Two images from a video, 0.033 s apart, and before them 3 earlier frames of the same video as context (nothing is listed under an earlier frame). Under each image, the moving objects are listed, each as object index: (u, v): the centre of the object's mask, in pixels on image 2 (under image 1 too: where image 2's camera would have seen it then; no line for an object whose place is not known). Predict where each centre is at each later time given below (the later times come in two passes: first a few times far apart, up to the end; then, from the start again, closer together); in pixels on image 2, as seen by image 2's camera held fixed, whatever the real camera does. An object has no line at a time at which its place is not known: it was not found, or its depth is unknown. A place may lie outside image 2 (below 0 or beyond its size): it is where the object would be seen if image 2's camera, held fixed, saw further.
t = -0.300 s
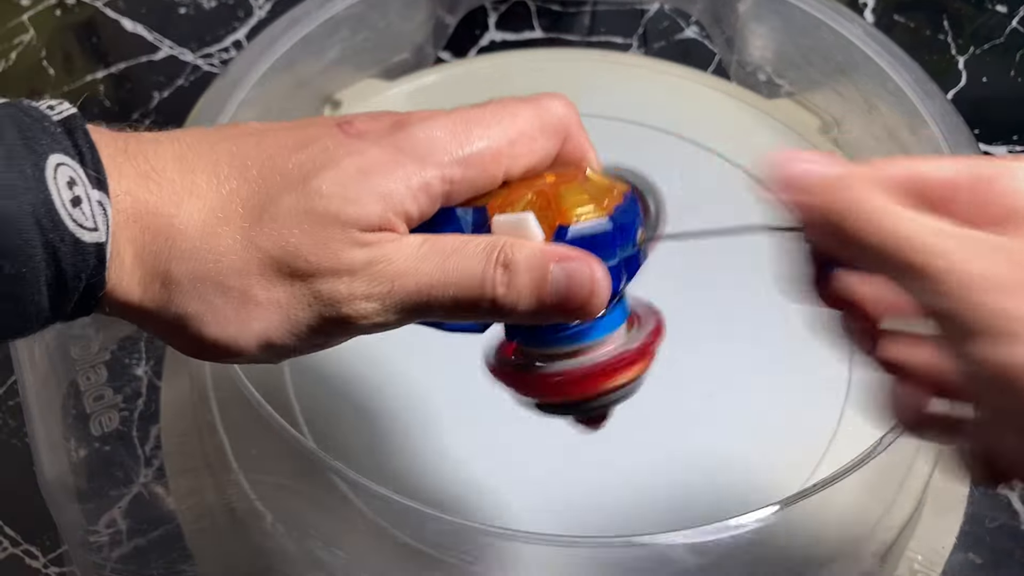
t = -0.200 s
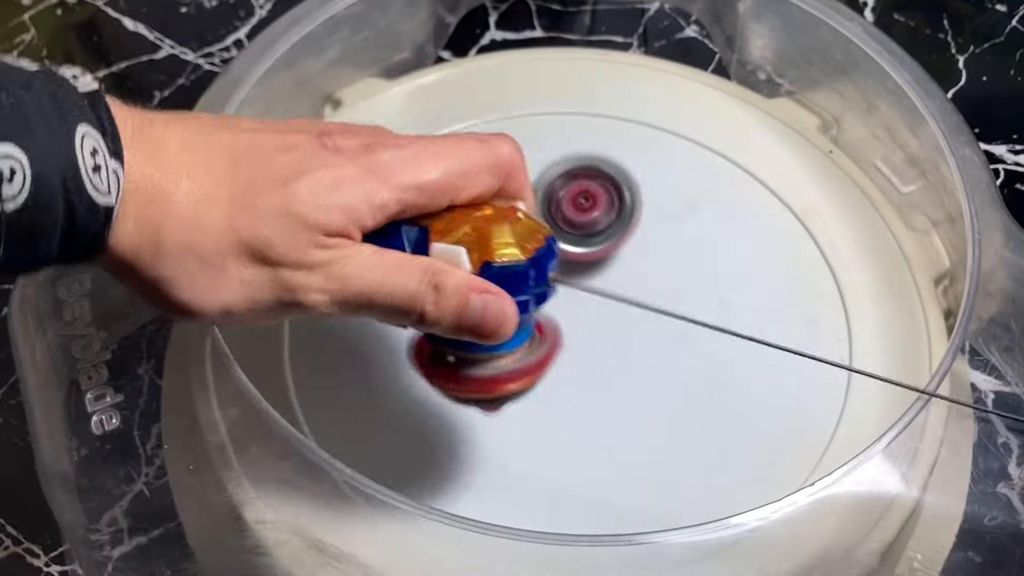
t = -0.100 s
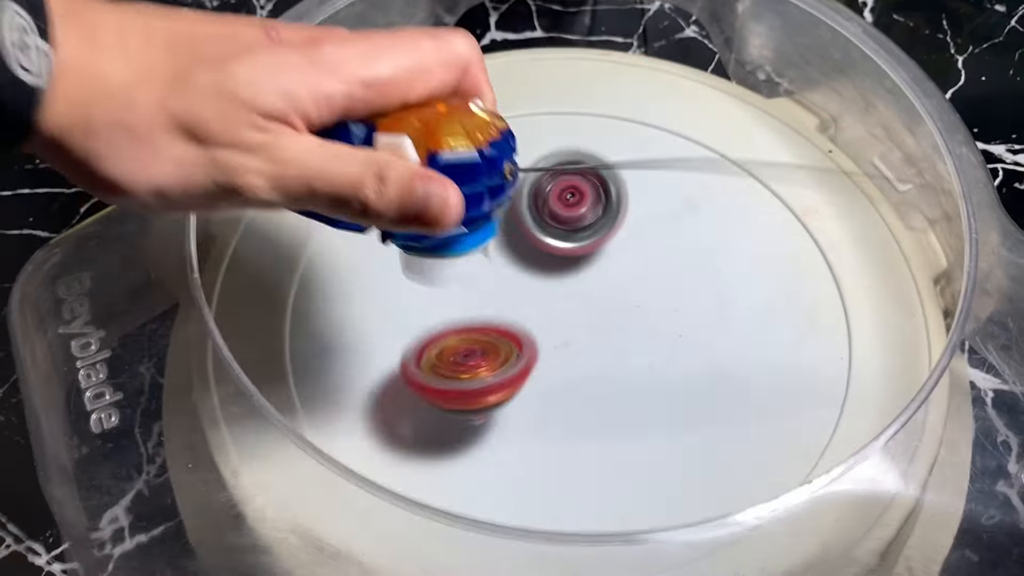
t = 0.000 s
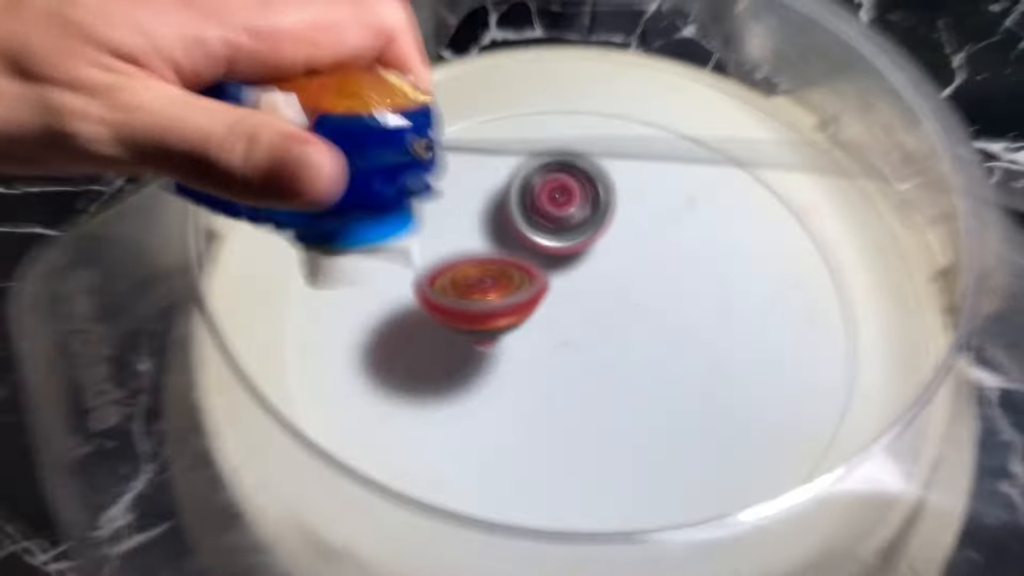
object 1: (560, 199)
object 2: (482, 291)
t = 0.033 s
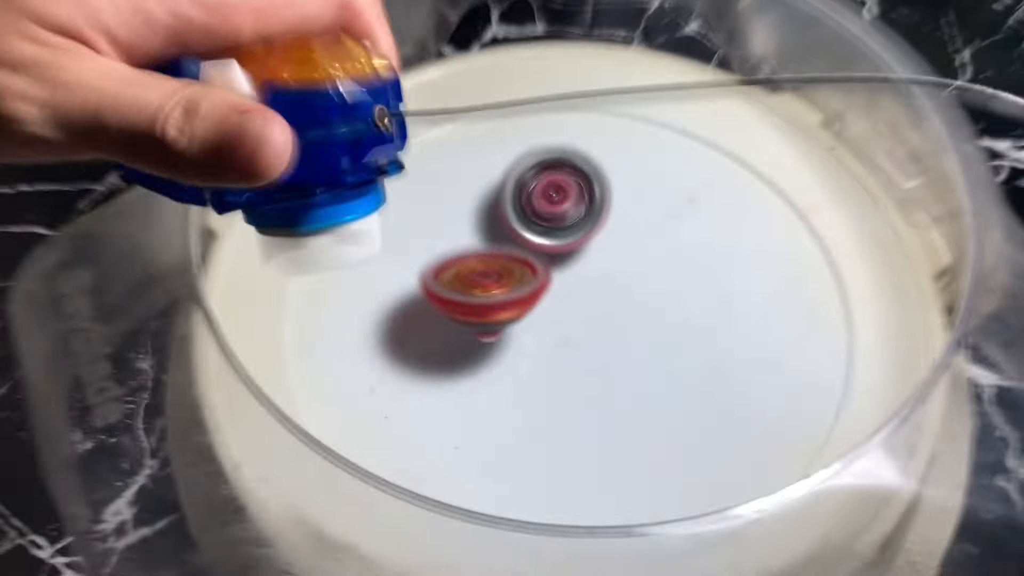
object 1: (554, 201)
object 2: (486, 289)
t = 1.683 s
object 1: (570, 267)
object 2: (444, 297)
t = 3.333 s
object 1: (610, 373)
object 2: (616, 239)
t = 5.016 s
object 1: (438, 244)
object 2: (664, 259)
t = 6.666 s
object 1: (460, 253)
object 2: (619, 364)
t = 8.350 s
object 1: (510, 288)
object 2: (563, 393)
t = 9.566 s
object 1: (647, 281)
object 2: (550, 350)
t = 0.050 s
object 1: (550, 200)
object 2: (488, 291)
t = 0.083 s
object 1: (547, 197)
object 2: (492, 286)
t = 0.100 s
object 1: (550, 185)
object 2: (488, 286)
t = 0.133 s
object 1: (560, 176)
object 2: (482, 284)
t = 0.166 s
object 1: (563, 164)
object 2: (473, 282)
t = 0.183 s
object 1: (564, 166)
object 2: (470, 280)
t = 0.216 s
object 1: (566, 160)
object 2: (465, 271)
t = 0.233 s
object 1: (565, 161)
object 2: (461, 276)
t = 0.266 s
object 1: (565, 164)
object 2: (455, 275)
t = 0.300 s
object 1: (568, 169)
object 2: (449, 282)
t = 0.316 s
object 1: (568, 172)
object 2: (447, 280)
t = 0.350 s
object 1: (566, 174)
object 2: (446, 276)
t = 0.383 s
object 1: (562, 183)
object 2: (443, 284)
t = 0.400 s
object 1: (560, 183)
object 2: (445, 279)
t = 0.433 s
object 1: (553, 190)
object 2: (442, 290)
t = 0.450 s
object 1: (551, 194)
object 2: (440, 295)
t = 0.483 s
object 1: (548, 197)
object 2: (449, 286)
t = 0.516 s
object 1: (542, 205)
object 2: (450, 294)
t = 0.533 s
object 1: (541, 206)
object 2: (454, 289)
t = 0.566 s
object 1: (534, 210)
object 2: (458, 301)
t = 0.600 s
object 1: (529, 211)
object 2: (464, 289)
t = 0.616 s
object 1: (526, 214)
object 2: (467, 291)
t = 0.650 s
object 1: (523, 209)
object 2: (465, 313)
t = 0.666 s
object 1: (525, 205)
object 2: (464, 314)
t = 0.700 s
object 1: (525, 202)
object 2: (459, 318)
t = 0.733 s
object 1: (524, 205)
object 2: (456, 338)
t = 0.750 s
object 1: (523, 206)
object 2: (456, 353)
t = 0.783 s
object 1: (516, 206)
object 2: (452, 363)
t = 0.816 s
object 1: (512, 211)
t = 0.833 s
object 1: (508, 214)
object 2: (454, 379)
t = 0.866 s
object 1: (501, 219)
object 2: (453, 377)
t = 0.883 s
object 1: (500, 221)
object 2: (456, 377)
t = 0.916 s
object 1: (493, 222)
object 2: (457, 368)
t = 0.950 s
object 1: (489, 224)
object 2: (460, 365)
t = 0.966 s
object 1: (487, 225)
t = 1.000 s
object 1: (482, 226)
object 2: (465, 346)
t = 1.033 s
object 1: (476, 227)
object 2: (469, 331)
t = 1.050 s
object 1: (474, 226)
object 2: (470, 321)
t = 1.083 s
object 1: (469, 212)
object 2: (473, 330)
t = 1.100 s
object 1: (468, 206)
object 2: (475, 335)
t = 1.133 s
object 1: (470, 197)
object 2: (477, 333)
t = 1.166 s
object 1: (478, 196)
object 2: (480, 327)
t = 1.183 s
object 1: (481, 194)
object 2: (481, 325)
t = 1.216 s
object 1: (488, 193)
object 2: (483, 322)
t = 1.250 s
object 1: (497, 194)
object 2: (486, 309)
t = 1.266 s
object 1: (498, 196)
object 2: (486, 305)
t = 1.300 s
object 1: (503, 197)
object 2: (485, 290)
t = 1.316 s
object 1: (506, 194)
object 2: (486, 290)
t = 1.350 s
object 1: (512, 194)
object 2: (487, 294)
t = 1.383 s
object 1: (521, 198)
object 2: (490, 292)
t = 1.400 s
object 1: (524, 199)
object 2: (488, 295)
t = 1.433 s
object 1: (534, 196)
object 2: (485, 301)
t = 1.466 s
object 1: (542, 201)
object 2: (480, 308)
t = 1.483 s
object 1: (546, 205)
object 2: (478, 308)
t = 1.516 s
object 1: (554, 216)
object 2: (474, 307)
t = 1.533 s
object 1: (557, 220)
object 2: (472, 308)
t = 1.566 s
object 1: (564, 232)
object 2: (467, 302)
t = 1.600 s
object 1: (564, 243)
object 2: (461, 298)
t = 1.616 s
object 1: (564, 248)
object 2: (459, 294)
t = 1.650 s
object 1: (564, 260)
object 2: (453, 300)
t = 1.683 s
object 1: (570, 267)
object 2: (444, 297)
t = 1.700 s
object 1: (569, 272)
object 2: (438, 301)
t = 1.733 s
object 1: (565, 281)
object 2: (431, 299)
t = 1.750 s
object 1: (562, 288)
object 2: (427, 299)
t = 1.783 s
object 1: (557, 296)
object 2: (421, 302)
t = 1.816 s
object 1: (549, 305)
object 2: (421, 298)
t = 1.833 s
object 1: (550, 309)
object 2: (416, 295)
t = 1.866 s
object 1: (566, 323)
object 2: (395, 281)
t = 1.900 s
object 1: (573, 332)
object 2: (376, 267)
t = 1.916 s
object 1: (574, 336)
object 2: (370, 261)
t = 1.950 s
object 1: (571, 348)
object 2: (353, 249)
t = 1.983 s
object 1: (566, 357)
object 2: (339, 238)
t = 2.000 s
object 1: (561, 362)
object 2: (332, 235)
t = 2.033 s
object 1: (554, 370)
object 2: (322, 229)
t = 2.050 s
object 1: (551, 373)
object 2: (319, 227)
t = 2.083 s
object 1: (543, 377)
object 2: (324, 232)
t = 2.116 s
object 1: (534, 382)
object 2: (335, 240)
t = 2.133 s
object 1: (531, 383)
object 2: (341, 244)
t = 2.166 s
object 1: (523, 386)
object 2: (356, 256)
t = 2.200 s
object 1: (519, 387)
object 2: (375, 265)
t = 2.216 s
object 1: (515, 387)
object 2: (385, 270)
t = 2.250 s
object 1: (508, 386)
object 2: (405, 277)
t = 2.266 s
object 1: (506, 386)
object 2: (415, 281)
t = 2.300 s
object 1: (505, 385)
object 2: (438, 282)
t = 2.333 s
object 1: (513, 395)
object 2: (450, 270)
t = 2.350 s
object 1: (515, 397)
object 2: (455, 261)
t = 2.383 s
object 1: (515, 400)
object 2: (468, 246)
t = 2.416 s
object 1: (510, 401)
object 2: (480, 227)
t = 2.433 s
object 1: (508, 400)
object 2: (485, 218)
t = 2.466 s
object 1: (504, 400)
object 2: (494, 200)
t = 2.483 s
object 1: (502, 400)
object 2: (498, 189)
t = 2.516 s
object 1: (499, 400)
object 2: (504, 172)
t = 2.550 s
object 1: (495, 397)
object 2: (507, 162)
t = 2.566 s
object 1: (493, 396)
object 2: (509, 154)
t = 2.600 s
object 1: (493, 392)
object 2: (511, 145)
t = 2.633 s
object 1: (496, 386)
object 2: (512, 141)
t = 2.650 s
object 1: (498, 383)
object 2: (511, 138)
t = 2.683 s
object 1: (502, 379)
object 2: (509, 137)
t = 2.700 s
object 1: (507, 376)
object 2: (507, 141)
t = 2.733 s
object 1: (515, 373)
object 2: (504, 143)
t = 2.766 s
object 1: (524, 370)
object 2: (501, 146)
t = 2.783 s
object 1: (528, 369)
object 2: (499, 149)
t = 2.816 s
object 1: (536, 368)
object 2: (495, 160)
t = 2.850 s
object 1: (543, 365)
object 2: (493, 174)
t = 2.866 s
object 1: (547, 363)
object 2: (493, 174)
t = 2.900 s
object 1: (554, 364)
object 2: (488, 193)
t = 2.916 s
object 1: (559, 363)
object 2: (490, 198)
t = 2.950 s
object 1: (566, 363)
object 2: (491, 212)
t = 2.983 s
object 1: (571, 361)
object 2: (497, 221)
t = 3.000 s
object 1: (575, 361)
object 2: (501, 227)
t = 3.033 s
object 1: (584, 362)
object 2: (509, 238)
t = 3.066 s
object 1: (588, 365)
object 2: (520, 246)
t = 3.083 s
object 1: (591, 365)
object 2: (526, 250)
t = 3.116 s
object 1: (597, 366)
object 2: (539, 255)
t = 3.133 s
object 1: (598, 365)
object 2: (546, 257)
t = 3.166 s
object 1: (600, 367)
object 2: (559, 260)
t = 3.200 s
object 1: (604, 368)
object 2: (571, 258)
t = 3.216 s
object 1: (606, 368)
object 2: (578, 258)
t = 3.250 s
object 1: (608, 369)
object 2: (590, 257)
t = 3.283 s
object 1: (611, 371)
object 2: (602, 249)
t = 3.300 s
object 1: (611, 371)
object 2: (605, 246)
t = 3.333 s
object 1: (610, 373)
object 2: (616, 239)
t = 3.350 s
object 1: (611, 375)
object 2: (620, 236)
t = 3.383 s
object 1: (612, 375)
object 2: (628, 228)
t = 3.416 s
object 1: (612, 374)
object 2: (632, 222)
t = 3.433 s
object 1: (612, 373)
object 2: (635, 218)
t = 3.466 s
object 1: (613, 371)
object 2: (640, 211)
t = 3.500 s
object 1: (613, 367)
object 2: (640, 201)
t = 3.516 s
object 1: (613, 366)
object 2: (641, 197)
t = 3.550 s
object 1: (615, 362)
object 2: (639, 191)
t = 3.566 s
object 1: (616, 360)
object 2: (638, 190)
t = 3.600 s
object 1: (618, 356)
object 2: (633, 186)
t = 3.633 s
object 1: (619, 351)
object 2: (629, 181)
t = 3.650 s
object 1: (621, 349)
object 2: (625, 180)
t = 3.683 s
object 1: (622, 343)
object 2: (618, 176)
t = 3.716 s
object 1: (625, 337)
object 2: (612, 172)
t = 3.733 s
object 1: (625, 335)
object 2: (608, 173)
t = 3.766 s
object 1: (627, 329)
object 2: (601, 173)
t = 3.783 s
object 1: (627, 328)
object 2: (598, 176)
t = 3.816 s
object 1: (630, 320)
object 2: (592, 179)
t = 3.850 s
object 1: (632, 318)
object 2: (589, 188)
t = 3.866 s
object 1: (633, 316)
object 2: (588, 192)
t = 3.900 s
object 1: (634, 312)
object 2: (589, 203)
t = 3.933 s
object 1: (641, 314)
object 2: (590, 208)
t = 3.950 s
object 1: (645, 320)
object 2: (590, 207)
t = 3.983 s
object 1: (648, 328)
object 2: (589, 206)
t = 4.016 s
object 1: (647, 334)
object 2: (593, 208)
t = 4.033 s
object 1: (644, 336)
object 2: (594, 211)
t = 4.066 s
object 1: (640, 340)
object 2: (602, 216)
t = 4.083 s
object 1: (636, 343)
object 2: (604, 220)
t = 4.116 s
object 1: (629, 346)
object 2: (614, 224)
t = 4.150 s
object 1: (619, 347)
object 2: (623, 232)
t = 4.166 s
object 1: (616, 346)
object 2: (628, 233)
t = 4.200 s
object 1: (606, 347)
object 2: (639, 239)
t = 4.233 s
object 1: (596, 342)
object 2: (649, 238)
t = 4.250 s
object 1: (590, 342)
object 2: (657, 241)
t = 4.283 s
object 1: (582, 335)
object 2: (663, 242)
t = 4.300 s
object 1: (580, 332)
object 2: (668, 239)
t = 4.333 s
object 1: (571, 329)
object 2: (674, 241)
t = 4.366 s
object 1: (567, 317)
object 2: (678, 233)
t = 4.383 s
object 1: (564, 315)
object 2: (680, 233)
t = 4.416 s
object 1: (563, 305)
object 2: (678, 226)
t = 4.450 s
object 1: (561, 301)
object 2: (673, 223)
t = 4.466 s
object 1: (562, 296)
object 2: (666, 222)
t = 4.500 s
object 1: (561, 290)
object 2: (655, 217)
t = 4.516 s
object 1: (555, 292)
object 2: (651, 215)
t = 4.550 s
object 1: (549, 287)
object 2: (644, 205)
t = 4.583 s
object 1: (545, 285)
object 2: (632, 205)
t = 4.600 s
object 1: (543, 283)
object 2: (629, 204)
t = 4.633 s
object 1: (536, 286)
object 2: (626, 205)
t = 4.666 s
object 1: (535, 284)
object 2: (624, 211)
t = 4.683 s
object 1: (525, 287)
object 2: (629, 213)
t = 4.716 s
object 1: (504, 292)
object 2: (638, 216)
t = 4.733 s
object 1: (498, 291)
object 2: (641, 216)
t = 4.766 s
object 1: (486, 289)
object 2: (646, 220)
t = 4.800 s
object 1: (474, 283)
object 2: (650, 225)
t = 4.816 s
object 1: (469, 280)
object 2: (648, 228)
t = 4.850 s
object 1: (458, 273)
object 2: (646, 231)
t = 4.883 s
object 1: (448, 266)
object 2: (646, 235)
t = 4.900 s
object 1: (444, 262)
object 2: (646, 237)
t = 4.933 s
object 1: (438, 255)
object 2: (649, 242)
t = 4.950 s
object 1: (436, 251)
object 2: (652, 245)
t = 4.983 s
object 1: (436, 246)
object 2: (658, 254)
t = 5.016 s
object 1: (438, 244)
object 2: (664, 259)
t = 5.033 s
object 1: (438, 243)
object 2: (669, 261)
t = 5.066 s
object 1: (442, 240)
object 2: (675, 266)
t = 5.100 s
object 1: (447, 237)
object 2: (681, 267)
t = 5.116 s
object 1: (449, 237)
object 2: (683, 267)
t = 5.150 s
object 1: (454, 239)
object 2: (688, 267)
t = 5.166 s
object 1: (458, 238)
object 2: (692, 264)
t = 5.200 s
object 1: (460, 243)
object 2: (694, 265)
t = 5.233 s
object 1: (465, 243)
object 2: (693, 262)
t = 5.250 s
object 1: (466, 246)
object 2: (690, 262)
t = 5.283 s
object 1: (471, 248)
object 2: (685, 262)
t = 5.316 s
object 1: (475, 253)
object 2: (677, 268)
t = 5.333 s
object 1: (477, 257)
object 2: (671, 272)
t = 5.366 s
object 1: (481, 261)
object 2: (665, 277)
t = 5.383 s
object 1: (481, 263)
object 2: (664, 282)
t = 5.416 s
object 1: (481, 268)
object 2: (660, 293)
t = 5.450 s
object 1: (482, 275)
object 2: (655, 307)
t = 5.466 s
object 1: (482, 279)
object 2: (652, 314)
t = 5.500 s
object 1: (485, 283)
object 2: (649, 324)
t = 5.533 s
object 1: (486, 290)
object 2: (650, 335)
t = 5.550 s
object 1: (486, 293)
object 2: (650, 340)
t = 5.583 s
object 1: (488, 300)
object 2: (651, 349)
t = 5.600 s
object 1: (489, 303)
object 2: (653, 354)
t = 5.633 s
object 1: (489, 308)
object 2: (661, 362)
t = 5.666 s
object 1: (492, 311)
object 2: (669, 367)
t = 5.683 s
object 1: (493, 314)
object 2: (673, 368)
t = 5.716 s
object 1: (494, 322)
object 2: (681, 367)
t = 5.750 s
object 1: (494, 327)
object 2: (690, 360)
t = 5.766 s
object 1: (493, 331)
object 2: (695, 356)
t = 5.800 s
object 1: (493, 333)
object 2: (703, 349)
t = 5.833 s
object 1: (494, 335)
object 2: (702, 345)
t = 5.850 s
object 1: (494, 336)
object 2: (698, 342)
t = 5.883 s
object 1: (493, 337)
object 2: (682, 335)
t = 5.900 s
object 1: (493, 337)
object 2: (671, 331)
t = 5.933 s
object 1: (495, 339)
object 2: (648, 323)
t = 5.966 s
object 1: (497, 343)
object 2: (626, 320)
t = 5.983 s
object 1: (475, 349)
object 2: (630, 317)
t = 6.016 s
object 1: (421, 355)
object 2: (646, 310)
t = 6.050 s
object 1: (382, 355)
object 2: (658, 303)
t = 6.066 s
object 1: (366, 354)
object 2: (662, 301)
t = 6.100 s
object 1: (346, 348)
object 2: (662, 298)
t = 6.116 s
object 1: (340, 344)
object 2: (659, 295)
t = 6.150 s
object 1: (332, 334)
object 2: (650, 290)
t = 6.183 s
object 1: (328, 324)
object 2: (632, 287)
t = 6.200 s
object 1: (327, 318)
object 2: (623, 286)
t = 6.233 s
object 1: (326, 310)
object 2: (603, 287)
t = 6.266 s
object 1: (328, 300)
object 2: (585, 291)
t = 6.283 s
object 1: (329, 296)
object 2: (576, 295)
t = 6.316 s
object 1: (334, 288)
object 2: (562, 306)
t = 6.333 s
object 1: (336, 285)
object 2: (555, 312)
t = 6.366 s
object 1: (342, 279)
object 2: (546, 327)
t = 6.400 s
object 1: (349, 273)
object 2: (541, 343)
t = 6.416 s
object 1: (353, 270)
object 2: (540, 351)
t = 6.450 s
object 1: (364, 264)
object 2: (545, 366)
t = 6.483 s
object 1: (376, 260)
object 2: (554, 379)
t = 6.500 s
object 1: (383, 258)
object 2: (561, 384)
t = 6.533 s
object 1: (397, 255)
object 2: (576, 389)
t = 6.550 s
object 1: (404, 254)
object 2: (584, 389)
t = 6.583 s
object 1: (418, 253)
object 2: (601, 386)
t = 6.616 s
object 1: (435, 252)
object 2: (613, 378)
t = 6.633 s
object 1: (443, 252)
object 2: (616, 373)
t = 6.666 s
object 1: (460, 253)
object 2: (619, 364)
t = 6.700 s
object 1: (477, 256)
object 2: (618, 354)
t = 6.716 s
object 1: (485, 259)
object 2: (615, 350)
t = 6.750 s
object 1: (503, 263)
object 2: (607, 341)
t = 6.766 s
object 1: (511, 265)
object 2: (602, 338)
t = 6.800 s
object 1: (500, 248)
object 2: (621, 352)
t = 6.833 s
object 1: (488, 232)
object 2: (643, 362)
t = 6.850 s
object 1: (484, 225)
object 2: (654, 366)
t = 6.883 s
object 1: (485, 216)
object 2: (670, 366)
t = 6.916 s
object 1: (493, 213)
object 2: (686, 361)
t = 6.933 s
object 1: (499, 213)
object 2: (693, 355)
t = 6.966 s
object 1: (513, 213)
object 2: (704, 342)
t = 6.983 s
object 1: (521, 213)
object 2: (706, 335)
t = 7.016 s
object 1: (534, 212)
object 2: (704, 319)
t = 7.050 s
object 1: (548, 212)
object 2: (694, 305)
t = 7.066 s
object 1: (555, 213)
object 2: (688, 299)
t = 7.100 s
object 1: (569, 215)
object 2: (674, 289)
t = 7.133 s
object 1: (568, 207)
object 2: (670, 293)
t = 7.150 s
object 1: (558, 195)
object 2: (678, 302)
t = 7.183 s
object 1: (538, 174)
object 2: (688, 317)
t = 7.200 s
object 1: (532, 168)
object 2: (689, 322)
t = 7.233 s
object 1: (522, 156)
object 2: (690, 329)
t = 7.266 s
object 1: (518, 148)
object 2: (693, 333)
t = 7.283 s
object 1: (519, 146)
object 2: (694, 334)
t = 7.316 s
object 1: (527, 145)
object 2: (701, 335)
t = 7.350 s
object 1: (536, 146)
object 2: (705, 334)
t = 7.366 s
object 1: (541, 146)
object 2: (707, 332)
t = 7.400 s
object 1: (551, 147)
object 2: (706, 329)
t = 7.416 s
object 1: (557, 148)
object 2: (702, 327)
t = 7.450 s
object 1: (567, 152)
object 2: (693, 324)
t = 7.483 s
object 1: (576, 157)
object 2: (682, 319)
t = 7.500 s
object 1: (580, 159)
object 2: (678, 317)
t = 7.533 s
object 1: (586, 164)
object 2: (665, 317)
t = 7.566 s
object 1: (591, 170)
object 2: (650, 319)
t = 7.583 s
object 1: (593, 174)
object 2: (642, 323)
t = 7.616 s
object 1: (597, 181)
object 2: (626, 330)
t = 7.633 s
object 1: (598, 185)
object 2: (620, 334)
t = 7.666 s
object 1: (602, 194)
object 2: (608, 346)
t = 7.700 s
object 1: (604, 204)
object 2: (596, 359)
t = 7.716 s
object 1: (604, 208)
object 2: (591, 366)
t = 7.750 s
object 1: (604, 215)
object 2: (584, 378)
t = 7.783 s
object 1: (602, 224)
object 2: (582, 387)
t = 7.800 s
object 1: (600, 228)
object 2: (582, 389)
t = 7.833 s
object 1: (594, 236)
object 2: (583, 392)
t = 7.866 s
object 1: (588, 244)
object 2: (585, 396)
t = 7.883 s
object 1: (586, 247)
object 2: (585, 399)
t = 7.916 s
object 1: (581, 256)
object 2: (585, 406)
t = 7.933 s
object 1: (578, 260)
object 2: (584, 408)
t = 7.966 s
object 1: (573, 267)
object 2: (583, 411)
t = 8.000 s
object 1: (568, 274)
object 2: (579, 409)
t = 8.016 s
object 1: (565, 278)
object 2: (578, 407)
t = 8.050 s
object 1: (558, 285)
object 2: (576, 401)
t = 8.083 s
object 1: (552, 289)
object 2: (575, 392)
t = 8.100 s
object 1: (547, 286)
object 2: (577, 393)
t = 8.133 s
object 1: (536, 281)
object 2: (582, 398)
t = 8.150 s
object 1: (531, 280)
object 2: (583, 400)
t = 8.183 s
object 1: (526, 281)
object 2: (583, 402)
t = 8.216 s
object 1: (522, 283)
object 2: (582, 402)
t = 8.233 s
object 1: (520, 285)
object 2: (581, 402)
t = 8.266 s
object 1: (516, 286)
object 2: (576, 401)
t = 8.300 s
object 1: (514, 287)
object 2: (572, 399)
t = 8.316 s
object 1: (512, 288)
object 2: (569, 398)
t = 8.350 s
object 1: (510, 288)
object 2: (563, 393)
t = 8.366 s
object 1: (509, 289)
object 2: (560, 391)
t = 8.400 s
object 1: (503, 287)
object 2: (554, 393)
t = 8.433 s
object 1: (492, 270)
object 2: (554, 404)
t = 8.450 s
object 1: (489, 264)
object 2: (554, 408)
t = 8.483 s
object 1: (485, 257)
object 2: (554, 412)
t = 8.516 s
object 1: (483, 252)
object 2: (555, 411)
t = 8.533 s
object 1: (483, 249)
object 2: (556, 408)
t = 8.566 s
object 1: (483, 245)
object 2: (557, 399)
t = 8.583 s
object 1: (483, 243)
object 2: (557, 394)
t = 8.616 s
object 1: (484, 238)
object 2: (557, 385)
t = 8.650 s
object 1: (485, 236)
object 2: (556, 377)
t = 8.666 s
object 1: (486, 234)
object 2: (557, 374)
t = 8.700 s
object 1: (489, 232)
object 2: (559, 367)
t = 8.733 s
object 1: (492, 230)
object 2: (559, 362)
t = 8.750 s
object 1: (494, 230)
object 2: (557, 360)
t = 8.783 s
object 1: (498, 229)
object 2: (548, 356)
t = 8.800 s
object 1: (501, 230)
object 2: (542, 356)
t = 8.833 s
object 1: (505, 231)
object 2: (533, 355)
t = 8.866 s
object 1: (511, 234)
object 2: (526, 354)
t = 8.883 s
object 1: (513, 235)
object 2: (523, 352)
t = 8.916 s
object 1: (518, 238)
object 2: (516, 350)
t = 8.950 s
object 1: (523, 242)
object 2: (510, 349)
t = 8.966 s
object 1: (525, 244)
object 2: (508, 350)
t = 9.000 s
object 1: (529, 247)
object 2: (505, 350)
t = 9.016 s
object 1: (532, 250)
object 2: (505, 350)
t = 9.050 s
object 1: (535, 250)
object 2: (501, 354)
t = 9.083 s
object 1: (540, 252)
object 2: (496, 358)
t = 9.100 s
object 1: (542, 254)
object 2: (493, 359)
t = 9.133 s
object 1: (547, 257)
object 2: (489, 362)
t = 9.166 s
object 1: (551, 261)
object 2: (490, 360)
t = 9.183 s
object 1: (554, 262)
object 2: (490, 358)
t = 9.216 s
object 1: (559, 267)
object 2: (492, 353)
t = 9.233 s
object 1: (561, 268)
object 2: (493, 351)
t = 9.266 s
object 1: (577, 262)
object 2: (483, 357)
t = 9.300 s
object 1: (591, 256)
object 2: (475, 363)
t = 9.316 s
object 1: (597, 256)
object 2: (475, 364)
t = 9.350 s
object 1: (606, 259)
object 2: (478, 364)
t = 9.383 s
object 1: (616, 260)
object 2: (485, 363)
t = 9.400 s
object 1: (619, 262)
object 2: (491, 363)
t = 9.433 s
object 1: (627, 265)
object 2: (507, 361)
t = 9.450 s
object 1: (630, 267)
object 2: (514, 360)
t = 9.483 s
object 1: (636, 271)
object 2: (525, 357)
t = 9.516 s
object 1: (642, 274)
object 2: (539, 356)
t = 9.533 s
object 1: (644, 277)
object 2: (545, 355)
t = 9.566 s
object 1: (647, 281)
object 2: (550, 350)
